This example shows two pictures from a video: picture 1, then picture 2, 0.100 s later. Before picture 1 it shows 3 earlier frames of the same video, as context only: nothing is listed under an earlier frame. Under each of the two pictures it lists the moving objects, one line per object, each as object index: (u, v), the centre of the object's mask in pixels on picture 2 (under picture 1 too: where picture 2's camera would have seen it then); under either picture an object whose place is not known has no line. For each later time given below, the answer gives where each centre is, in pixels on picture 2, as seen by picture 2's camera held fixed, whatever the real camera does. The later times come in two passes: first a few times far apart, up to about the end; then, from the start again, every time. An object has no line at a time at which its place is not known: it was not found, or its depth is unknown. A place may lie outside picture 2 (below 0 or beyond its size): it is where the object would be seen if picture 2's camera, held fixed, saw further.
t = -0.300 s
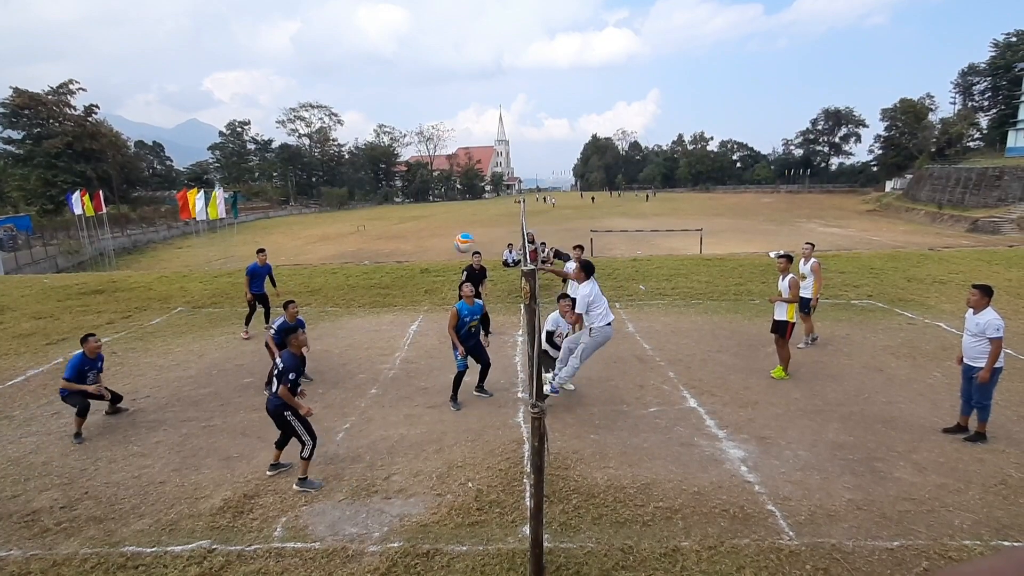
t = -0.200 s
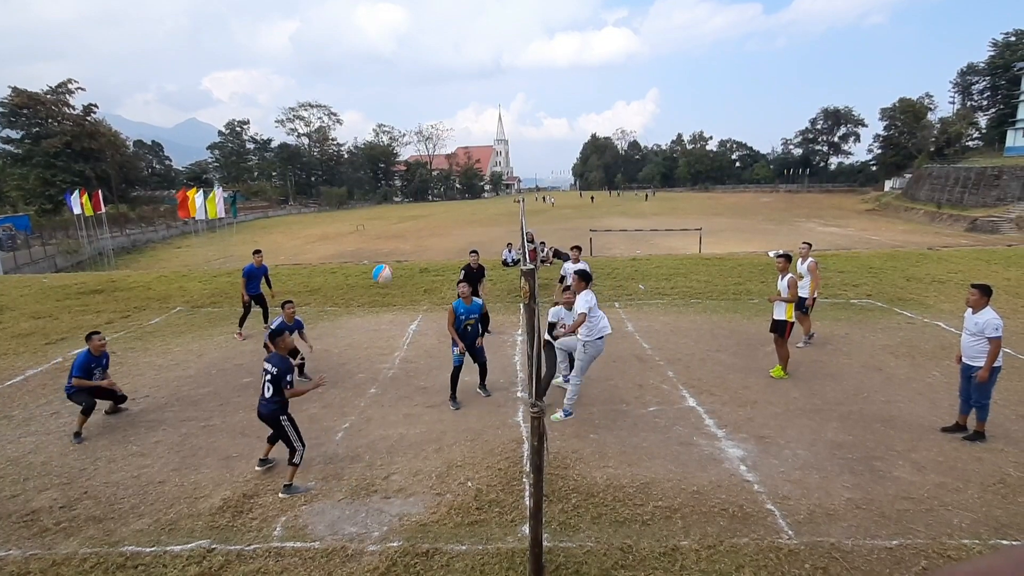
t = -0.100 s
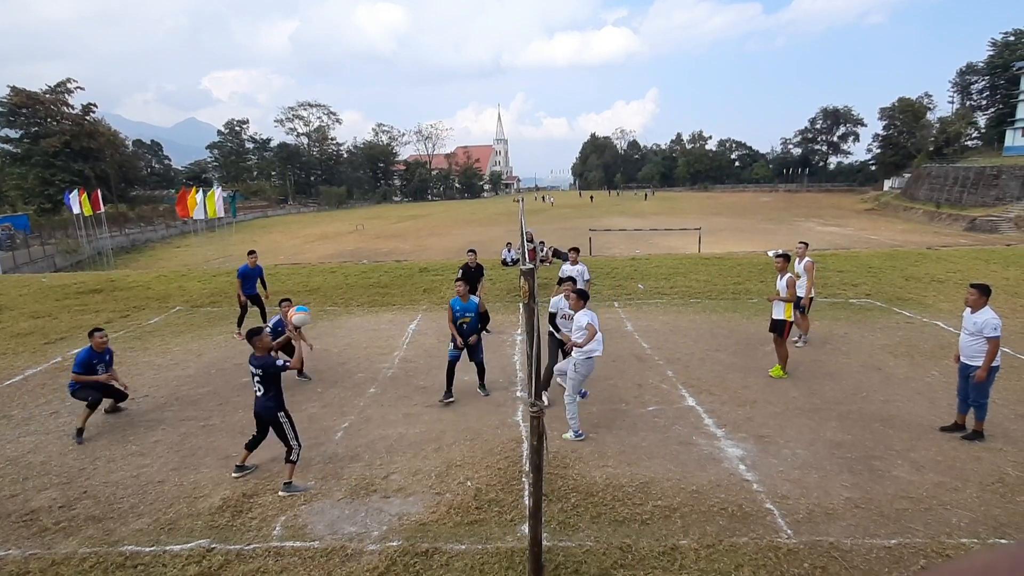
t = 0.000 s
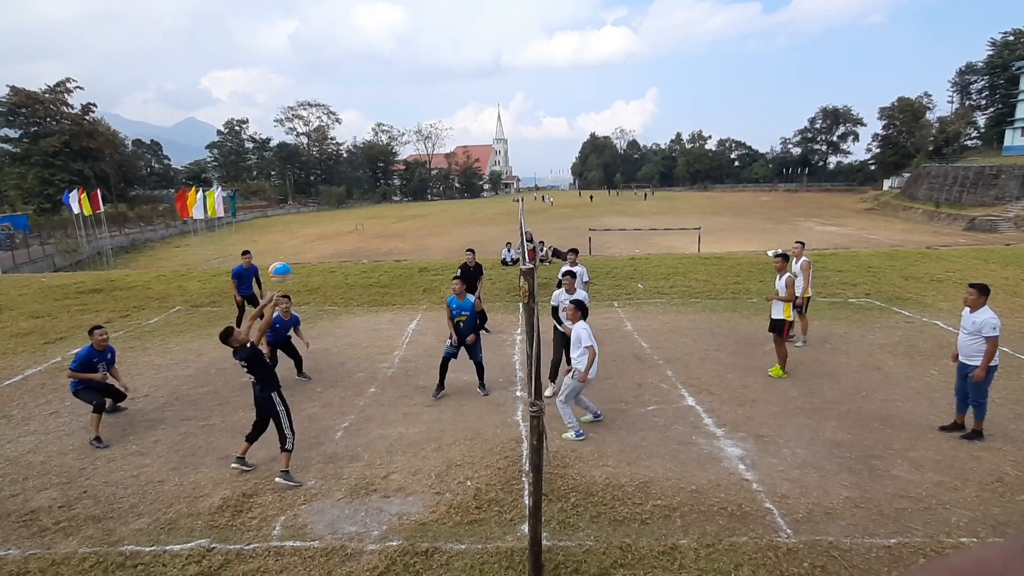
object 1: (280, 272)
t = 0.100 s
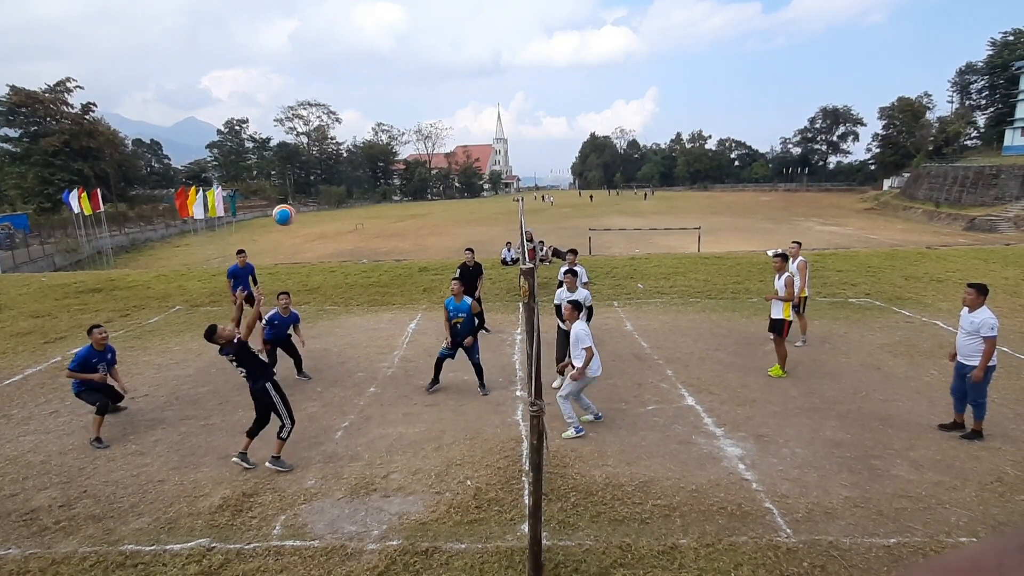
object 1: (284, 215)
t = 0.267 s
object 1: (294, 142)
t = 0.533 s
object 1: (314, 85)
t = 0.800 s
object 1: (340, 100)
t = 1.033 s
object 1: (364, 170)
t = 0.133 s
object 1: (286, 198)
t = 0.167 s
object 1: (288, 183)
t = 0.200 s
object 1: (289, 168)
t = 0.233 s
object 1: (291, 154)
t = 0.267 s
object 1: (294, 142)
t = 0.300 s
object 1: (296, 131)
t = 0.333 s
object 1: (298, 121)
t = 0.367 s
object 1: (300, 112)
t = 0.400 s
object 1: (303, 105)
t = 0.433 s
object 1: (306, 98)
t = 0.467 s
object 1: (308, 93)
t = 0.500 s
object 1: (311, 88)
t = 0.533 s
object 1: (314, 85)
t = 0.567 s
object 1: (317, 83)
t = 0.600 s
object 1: (320, 82)
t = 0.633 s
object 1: (323, 82)
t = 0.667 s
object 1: (326, 84)
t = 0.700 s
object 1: (330, 86)
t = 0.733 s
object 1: (333, 90)
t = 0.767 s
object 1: (336, 95)
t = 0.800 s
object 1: (340, 100)
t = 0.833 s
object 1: (343, 107)
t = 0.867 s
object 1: (346, 116)
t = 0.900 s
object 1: (350, 125)
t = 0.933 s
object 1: (354, 135)
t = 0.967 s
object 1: (358, 145)
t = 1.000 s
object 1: (361, 157)
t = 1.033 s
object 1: (364, 170)
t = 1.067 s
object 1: (368, 184)
